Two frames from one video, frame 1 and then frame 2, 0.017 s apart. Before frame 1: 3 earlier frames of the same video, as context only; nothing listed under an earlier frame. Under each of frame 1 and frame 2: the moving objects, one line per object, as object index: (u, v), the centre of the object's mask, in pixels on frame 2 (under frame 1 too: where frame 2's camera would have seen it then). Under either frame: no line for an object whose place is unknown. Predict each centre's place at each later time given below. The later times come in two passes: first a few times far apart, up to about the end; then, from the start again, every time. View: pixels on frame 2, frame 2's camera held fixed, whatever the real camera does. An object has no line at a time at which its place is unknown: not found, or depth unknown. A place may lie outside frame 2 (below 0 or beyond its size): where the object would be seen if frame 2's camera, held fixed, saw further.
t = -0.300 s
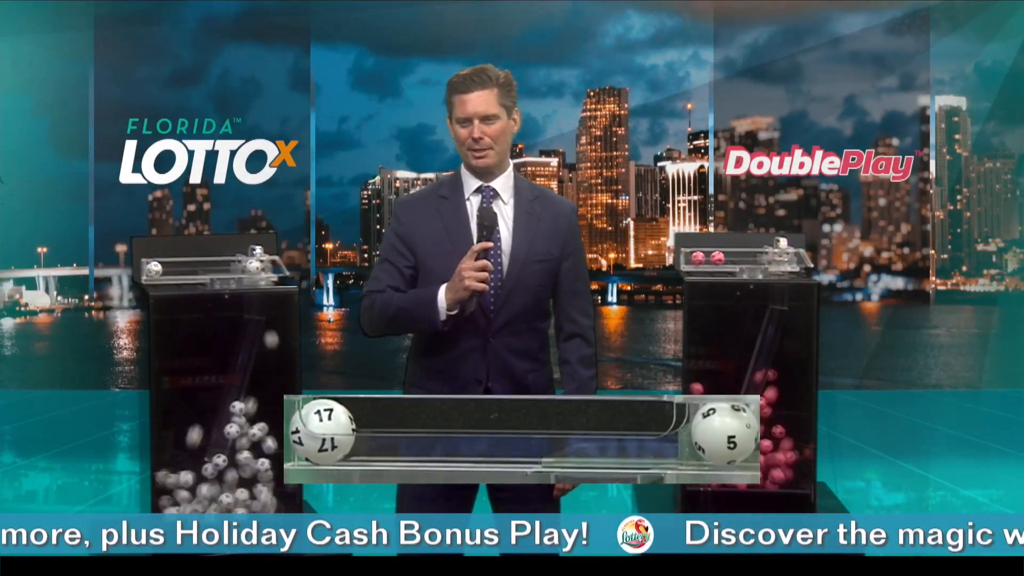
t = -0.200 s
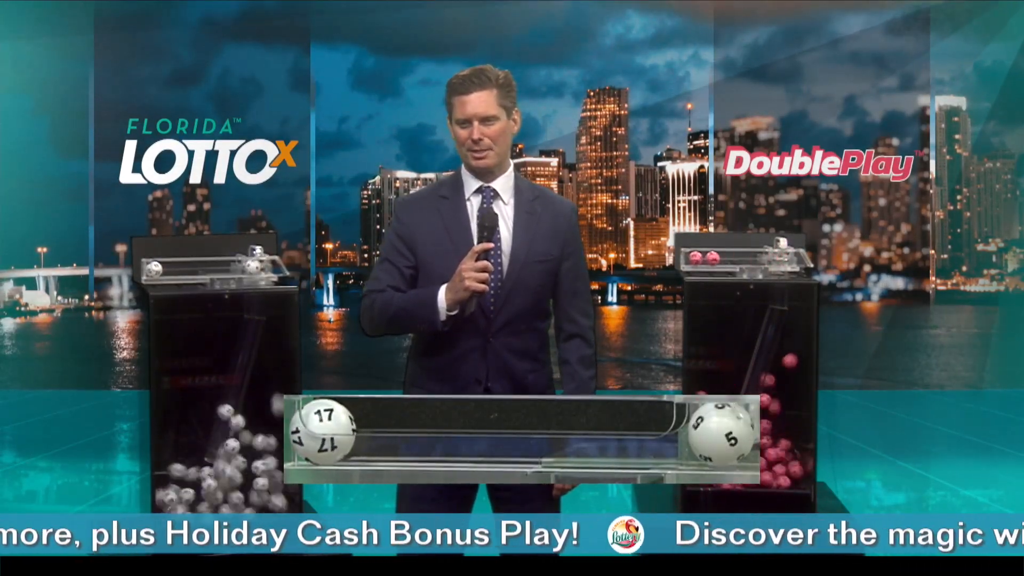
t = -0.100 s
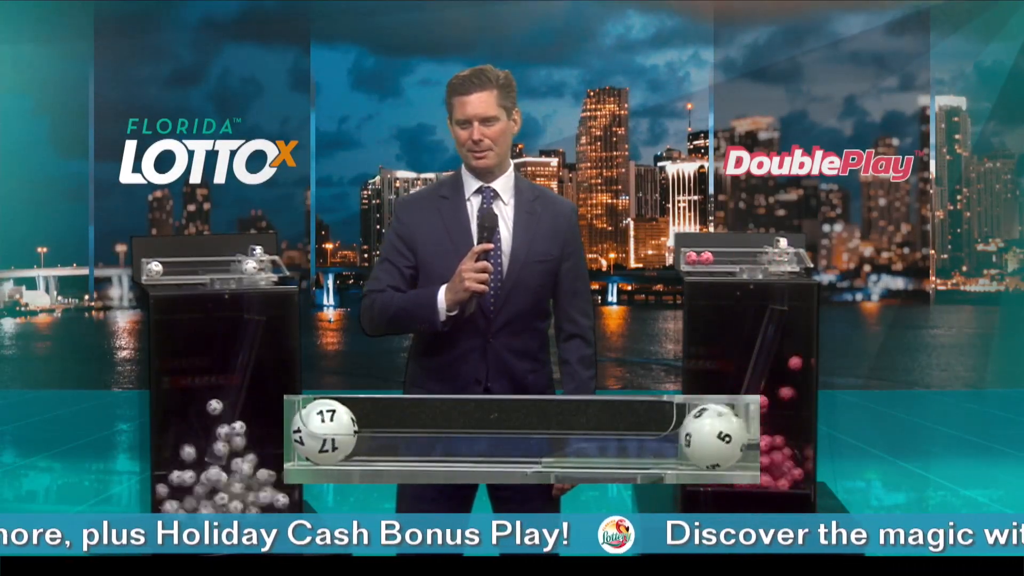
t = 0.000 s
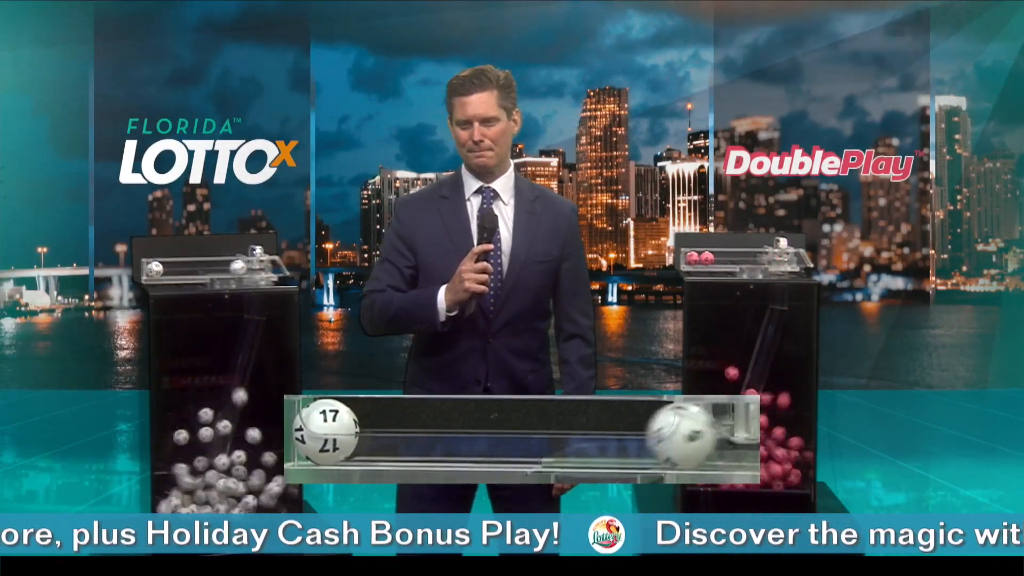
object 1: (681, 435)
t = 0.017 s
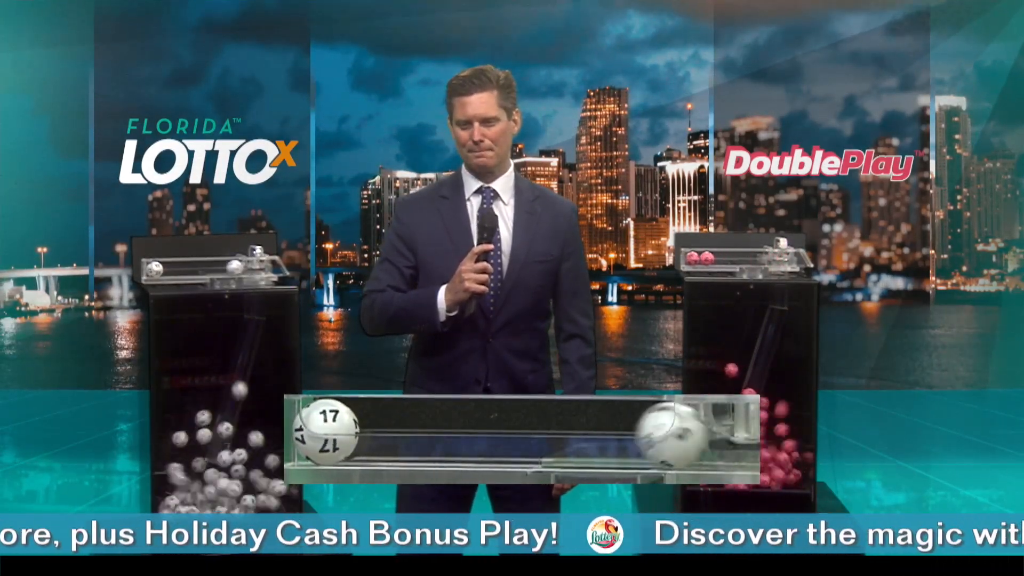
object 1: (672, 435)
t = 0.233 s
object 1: (416, 430)
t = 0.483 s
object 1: (461, 432)
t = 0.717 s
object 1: (402, 433)
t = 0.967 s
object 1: (387, 432)
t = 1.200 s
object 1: (386, 433)
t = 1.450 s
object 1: (386, 433)
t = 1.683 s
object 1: (386, 433)
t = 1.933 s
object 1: (386, 433)
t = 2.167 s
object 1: (394, 433)
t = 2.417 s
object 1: (397, 433)
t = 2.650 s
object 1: (385, 433)
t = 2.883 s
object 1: (385, 432)
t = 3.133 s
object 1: (385, 433)
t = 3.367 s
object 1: (385, 433)
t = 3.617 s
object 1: (385, 433)
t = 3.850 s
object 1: (385, 433)
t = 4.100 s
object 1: (389, 433)
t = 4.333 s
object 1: (385, 433)
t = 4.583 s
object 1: (385, 433)
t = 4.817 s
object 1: (385, 433)
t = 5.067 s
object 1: (385, 433)
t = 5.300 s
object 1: (385, 433)
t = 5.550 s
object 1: (385, 433)
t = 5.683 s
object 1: (385, 433)
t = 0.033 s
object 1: (659, 436)
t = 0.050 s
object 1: (646, 433)
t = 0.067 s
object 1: (632, 433)
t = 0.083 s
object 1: (616, 435)
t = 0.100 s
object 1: (598, 434)
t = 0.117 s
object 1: (579, 435)
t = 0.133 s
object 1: (558, 434)
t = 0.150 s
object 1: (538, 432)
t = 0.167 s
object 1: (515, 432)
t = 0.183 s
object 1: (491, 431)
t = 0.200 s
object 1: (467, 430)
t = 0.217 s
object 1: (441, 431)
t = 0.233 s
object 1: (416, 430)
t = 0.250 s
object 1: (397, 432)
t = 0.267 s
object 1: (401, 431)
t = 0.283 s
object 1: (420, 431)
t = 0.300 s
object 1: (437, 432)
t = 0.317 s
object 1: (451, 432)
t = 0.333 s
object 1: (462, 431)
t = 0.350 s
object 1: (471, 432)
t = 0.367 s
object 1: (477, 432)
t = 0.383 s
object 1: (481, 433)
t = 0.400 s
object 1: (482, 433)
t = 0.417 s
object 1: (481, 433)
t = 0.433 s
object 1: (478, 433)
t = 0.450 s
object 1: (474, 433)
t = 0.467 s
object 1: (468, 433)
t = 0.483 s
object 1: (461, 432)
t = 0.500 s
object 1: (452, 433)
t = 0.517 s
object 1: (443, 432)
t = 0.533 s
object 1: (433, 432)
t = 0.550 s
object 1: (422, 432)
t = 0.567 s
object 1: (415, 432)
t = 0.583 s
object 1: (414, 432)
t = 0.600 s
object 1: (411, 432)
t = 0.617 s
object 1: (408, 432)
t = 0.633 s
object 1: (402, 432)
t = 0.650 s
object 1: (399, 432)
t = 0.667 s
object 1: (401, 432)
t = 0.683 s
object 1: (403, 433)
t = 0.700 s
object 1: (404, 433)
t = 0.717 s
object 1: (402, 433)
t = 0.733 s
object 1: (400, 433)
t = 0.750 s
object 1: (397, 433)
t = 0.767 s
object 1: (395, 433)
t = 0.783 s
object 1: (394, 433)
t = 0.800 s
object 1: (394, 433)
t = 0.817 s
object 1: (393, 433)
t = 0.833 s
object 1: (392, 433)
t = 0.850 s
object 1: (390, 433)
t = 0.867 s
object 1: (388, 433)
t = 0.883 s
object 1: (387, 432)
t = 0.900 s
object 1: (386, 432)
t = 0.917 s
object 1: (387, 432)
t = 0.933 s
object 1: (387, 432)
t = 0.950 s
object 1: (387, 432)
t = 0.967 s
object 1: (387, 432)
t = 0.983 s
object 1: (387, 432)
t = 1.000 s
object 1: (387, 433)
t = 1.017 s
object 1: (386, 432)
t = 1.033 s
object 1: (386, 433)
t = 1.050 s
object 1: (386, 433)
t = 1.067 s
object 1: (386, 433)
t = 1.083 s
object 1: (386, 433)
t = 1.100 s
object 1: (386, 433)
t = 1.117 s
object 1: (386, 433)
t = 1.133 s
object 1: (386, 433)
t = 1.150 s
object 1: (386, 433)
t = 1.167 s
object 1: (386, 433)
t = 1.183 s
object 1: (386, 433)
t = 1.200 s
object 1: (386, 433)
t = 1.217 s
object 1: (386, 433)
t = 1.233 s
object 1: (386, 433)
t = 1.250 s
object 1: (386, 433)
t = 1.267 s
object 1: (386, 433)
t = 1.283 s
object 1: (386, 433)
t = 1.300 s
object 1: (386, 433)
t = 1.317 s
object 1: (386, 433)
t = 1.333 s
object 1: (386, 433)
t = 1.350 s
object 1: (386, 433)
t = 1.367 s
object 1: (386, 433)
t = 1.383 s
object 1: (386, 433)
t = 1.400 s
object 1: (386, 433)
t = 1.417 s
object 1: (386, 433)
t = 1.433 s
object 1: (386, 433)
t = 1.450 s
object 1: (386, 433)
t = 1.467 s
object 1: (386, 433)
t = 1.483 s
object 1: (386, 433)
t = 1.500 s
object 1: (386, 433)
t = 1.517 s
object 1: (386, 433)
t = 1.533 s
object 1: (386, 433)
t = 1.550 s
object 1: (386, 433)
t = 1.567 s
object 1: (386, 433)
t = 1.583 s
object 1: (386, 433)
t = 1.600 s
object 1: (386, 433)
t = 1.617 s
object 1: (386, 433)
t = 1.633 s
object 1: (386, 433)
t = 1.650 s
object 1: (386, 433)
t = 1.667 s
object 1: (386, 433)
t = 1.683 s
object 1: (386, 433)
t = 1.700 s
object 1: (386, 433)
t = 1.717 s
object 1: (386, 433)
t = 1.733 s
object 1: (386, 433)
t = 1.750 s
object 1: (386, 433)
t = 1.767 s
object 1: (386, 433)
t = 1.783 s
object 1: (386, 433)
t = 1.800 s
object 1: (386, 433)
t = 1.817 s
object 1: (386, 433)
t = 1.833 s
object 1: (386, 433)
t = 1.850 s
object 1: (386, 433)
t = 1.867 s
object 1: (386, 433)
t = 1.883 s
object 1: (386, 433)
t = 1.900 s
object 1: (386, 433)
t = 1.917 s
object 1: (386, 433)
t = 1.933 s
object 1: (386, 433)
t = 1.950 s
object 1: (386, 433)
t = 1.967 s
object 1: (386, 433)
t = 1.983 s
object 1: (386, 433)
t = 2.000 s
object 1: (386, 433)
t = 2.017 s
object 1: (386, 433)
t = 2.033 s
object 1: (386, 433)
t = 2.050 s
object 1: (386, 433)
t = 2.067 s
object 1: (386, 433)
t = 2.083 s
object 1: (386, 433)
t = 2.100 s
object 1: (386, 433)
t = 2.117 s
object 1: (388, 433)
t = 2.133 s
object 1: (390, 432)
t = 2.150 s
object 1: (392, 433)
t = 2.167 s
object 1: (394, 433)
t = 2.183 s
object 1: (396, 433)
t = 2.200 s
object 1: (398, 433)
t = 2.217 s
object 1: (399, 433)
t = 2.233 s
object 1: (400, 433)
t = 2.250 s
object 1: (401, 433)
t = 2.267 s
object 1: (402, 433)
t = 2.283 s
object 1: (403, 433)
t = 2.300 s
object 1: (403, 433)
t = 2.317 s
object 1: (403, 433)
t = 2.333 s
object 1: (403, 433)
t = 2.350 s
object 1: (403, 433)
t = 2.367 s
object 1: (402, 433)
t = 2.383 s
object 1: (401, 433)
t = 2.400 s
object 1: (398, 433)
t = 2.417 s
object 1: (397, 433)
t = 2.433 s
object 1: (395, 433)
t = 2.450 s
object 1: (394, 433)
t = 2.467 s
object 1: (393, 433)
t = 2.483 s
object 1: (391, 433)
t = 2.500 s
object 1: (390, 433)
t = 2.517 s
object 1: (388, 433)
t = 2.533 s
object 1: (388, 433)
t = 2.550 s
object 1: (387, 433)
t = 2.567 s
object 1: (386, 433)
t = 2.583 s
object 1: (386, 433)
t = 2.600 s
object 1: (385, 433)
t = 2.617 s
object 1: (385, 433)
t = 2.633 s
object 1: (385, 433)
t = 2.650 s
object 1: (385, 433)
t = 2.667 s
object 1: (385, 433)
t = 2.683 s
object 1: (386, 433)
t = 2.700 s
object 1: (386, 432)
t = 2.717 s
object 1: (386, 432)
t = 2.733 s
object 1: (386, 432)
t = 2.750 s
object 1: (386, 432)
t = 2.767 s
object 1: (387, 433)
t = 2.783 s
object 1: (387, 433)
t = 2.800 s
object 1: (387, 433)
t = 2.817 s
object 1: (387, 432)
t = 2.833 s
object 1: (387, 432)
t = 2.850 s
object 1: (386, 432)
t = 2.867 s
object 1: (385, 432)
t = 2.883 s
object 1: (385, 432)
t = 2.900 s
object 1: (385, 433)
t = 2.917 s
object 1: (385, 432)
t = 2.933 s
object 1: (385, 432)
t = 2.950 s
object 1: (385, 432)
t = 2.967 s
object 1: (385, 433)
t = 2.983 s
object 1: (385, 432)
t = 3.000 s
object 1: (385, 432)
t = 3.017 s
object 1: (385, 432)
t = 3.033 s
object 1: (385, 433)
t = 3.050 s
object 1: (385, 433)
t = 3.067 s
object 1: (385, 433)
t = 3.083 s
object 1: (385, 433)
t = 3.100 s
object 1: (385, 433)
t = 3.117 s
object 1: (385, 433)
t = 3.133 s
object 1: (385, 433)
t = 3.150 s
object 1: (385, 433)
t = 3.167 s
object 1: (385, 433)
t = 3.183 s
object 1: (385, 433)
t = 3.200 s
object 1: (385, 433)
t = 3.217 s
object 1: (385, 433)
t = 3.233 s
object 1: (385, 433)
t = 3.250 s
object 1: (385, 433)
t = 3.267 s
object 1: (385, 433)
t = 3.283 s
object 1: (385, 433)
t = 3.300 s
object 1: (385, 433)
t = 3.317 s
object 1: (385, 433)
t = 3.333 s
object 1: (385, 433)
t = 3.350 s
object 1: (385, 433)
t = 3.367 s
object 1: (385, 433)
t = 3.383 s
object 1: (385, 433)
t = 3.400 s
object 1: (385, 432)
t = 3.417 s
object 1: (385, 433)
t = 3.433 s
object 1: (385, 433)
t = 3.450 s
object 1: (385, 433)
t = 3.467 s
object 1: (385, 433)
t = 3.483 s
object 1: (385, 433)
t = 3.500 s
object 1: (385, 433)
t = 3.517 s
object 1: (385, 433)
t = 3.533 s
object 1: (385, 433)
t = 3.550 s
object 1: (385, 433)
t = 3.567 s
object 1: (385, 433)
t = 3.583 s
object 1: (385, 433)
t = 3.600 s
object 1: (385, 433)
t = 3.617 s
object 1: (385, 433)
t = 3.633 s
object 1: (385, 433)
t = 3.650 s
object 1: (385, 433)
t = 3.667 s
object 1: (385, 433)
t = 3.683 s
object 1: (385, 433)
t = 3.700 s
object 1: (385, 433)
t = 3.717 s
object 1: (385, 433)
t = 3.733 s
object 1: (385, 433)
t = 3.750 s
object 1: (385, 433)
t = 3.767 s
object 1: (385, 433)
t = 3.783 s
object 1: (385, 433)
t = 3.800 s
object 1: (385, 433)
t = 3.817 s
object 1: (385, 433)
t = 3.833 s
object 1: (385, 433)
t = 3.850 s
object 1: (385, 433)
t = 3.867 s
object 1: (385, 432)
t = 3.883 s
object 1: (385, 433)
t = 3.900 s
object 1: (385, 433)
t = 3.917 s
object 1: (385, 433)
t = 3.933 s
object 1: (385, 433)
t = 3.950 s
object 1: (385, 433)
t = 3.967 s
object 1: (385, 433)
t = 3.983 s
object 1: (385, 433)
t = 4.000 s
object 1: (385, 432)
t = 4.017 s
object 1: (385, 432)
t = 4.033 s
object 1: (386, 432)
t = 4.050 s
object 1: (387, 432)
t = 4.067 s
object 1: (388, 433)
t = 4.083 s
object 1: (388, 433)
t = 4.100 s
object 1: (389, 433)
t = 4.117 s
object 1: (390, 433)
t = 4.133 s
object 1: (390, 433)
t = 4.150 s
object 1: (390, 433)
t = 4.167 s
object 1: (390, 433)
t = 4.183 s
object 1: (390, 433)
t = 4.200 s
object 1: (390, 433)
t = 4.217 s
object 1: (388, 433)
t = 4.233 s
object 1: (388, 433)
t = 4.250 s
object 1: (387, 433)
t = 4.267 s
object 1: (386, 433)
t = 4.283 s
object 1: (385, 433)
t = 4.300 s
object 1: (385, 433)
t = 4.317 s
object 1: (385, 433)
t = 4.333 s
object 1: (385, 433)
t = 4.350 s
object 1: (385, 433)
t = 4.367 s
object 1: (385, 433)
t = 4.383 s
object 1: (385, 433)
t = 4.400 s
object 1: (385, 433)
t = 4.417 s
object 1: (385, 433)
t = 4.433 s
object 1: (385, 433)
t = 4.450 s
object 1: (385, 433)
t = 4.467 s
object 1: (385, 433)
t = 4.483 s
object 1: (385, 433)
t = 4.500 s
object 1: (385, 433)
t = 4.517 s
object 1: (385, 433)
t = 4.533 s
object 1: (385, 433)
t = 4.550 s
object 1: (385, 433)
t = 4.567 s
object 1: (385, 433)
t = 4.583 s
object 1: (385, 433)
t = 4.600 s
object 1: (385, 433)
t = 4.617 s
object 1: (385, 433)
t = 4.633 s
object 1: (385, 433)
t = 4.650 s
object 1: (385, 433)
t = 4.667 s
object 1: (385, 433)
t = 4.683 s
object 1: (385, 433)
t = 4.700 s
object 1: (385, 433)
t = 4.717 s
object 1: (385, 433)
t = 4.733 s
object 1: (385, 433)
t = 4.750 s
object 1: (385, 433)
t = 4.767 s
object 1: (385, 433)
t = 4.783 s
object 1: (385, 433)
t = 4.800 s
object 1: (385, 433)
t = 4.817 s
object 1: (385, 433)
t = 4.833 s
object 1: (385, 433)
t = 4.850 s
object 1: (385, 433)
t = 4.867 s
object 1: (385, 433)
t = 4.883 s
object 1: (385, 433)
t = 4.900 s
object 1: (385, 433)
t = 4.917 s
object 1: (385, 433)
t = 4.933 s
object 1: (386, 433)
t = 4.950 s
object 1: (386, 433)
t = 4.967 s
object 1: (385, 433)
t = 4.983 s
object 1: (385, 433)
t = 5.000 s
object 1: (386, 433)
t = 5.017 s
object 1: (385, 433)
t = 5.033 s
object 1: (385, 433)
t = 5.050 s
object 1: (385, 433)
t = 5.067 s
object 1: (385, 433)
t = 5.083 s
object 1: (385, 433)
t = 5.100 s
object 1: (385, 433)
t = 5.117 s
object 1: (385, 433)
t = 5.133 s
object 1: (385, 433)
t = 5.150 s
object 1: (385, 433)
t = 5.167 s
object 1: (385, 433)
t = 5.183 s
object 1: (385, 433)
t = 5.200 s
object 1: (385, 433)
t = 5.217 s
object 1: (385, 433)
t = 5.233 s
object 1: (385, 433)
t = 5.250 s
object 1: (385, 433)
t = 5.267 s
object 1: (385, 433)
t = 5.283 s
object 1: (385, 433)
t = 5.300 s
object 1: (385, 433)
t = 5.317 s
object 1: (385, 433)
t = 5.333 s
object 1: (385, 433)
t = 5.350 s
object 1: (385, 433)
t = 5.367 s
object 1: (385, 433)
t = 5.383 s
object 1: (385, 433)
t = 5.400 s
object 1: (385, 433)
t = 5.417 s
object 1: (385, 433)
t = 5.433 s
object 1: (385, 433)
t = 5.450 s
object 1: (385, 433)
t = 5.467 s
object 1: (385, 433)
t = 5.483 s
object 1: (385, 433)
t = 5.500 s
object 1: (385, 433)
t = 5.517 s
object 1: (385, 433)
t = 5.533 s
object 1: (385, 433)
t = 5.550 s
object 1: (385, 433)
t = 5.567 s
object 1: (385, 433)
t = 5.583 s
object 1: (385, 433)
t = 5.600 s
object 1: (385, 433)
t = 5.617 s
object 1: (385, 433)
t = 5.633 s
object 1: (385, 433)
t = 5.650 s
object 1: (385, 433)
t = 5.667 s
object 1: (385, 433)
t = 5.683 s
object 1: (385, 433)
